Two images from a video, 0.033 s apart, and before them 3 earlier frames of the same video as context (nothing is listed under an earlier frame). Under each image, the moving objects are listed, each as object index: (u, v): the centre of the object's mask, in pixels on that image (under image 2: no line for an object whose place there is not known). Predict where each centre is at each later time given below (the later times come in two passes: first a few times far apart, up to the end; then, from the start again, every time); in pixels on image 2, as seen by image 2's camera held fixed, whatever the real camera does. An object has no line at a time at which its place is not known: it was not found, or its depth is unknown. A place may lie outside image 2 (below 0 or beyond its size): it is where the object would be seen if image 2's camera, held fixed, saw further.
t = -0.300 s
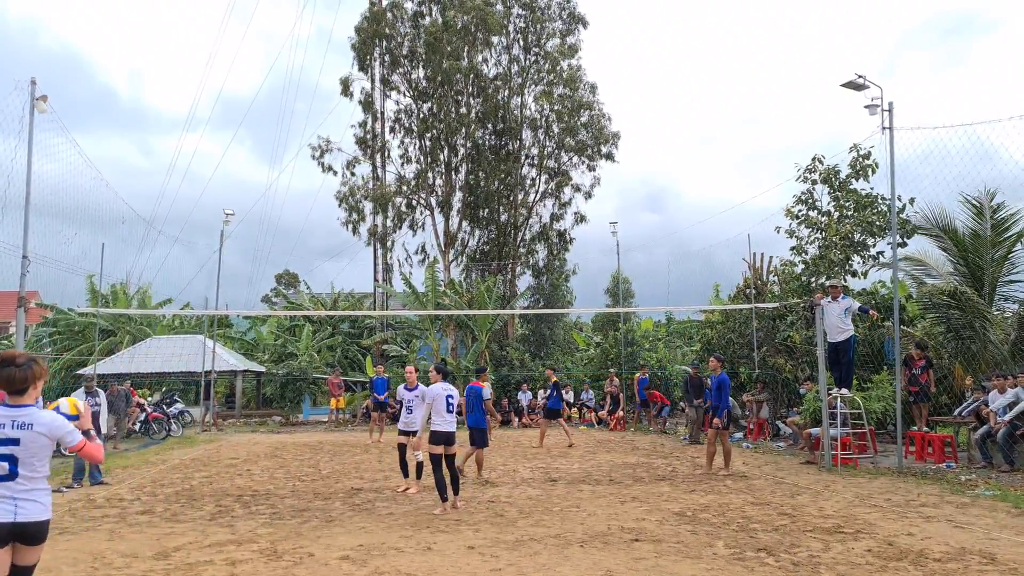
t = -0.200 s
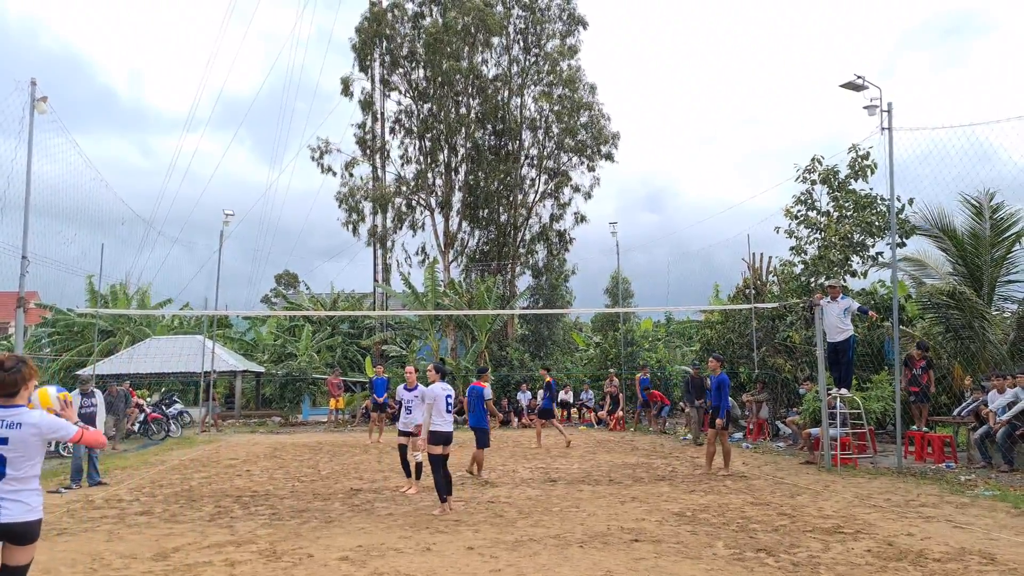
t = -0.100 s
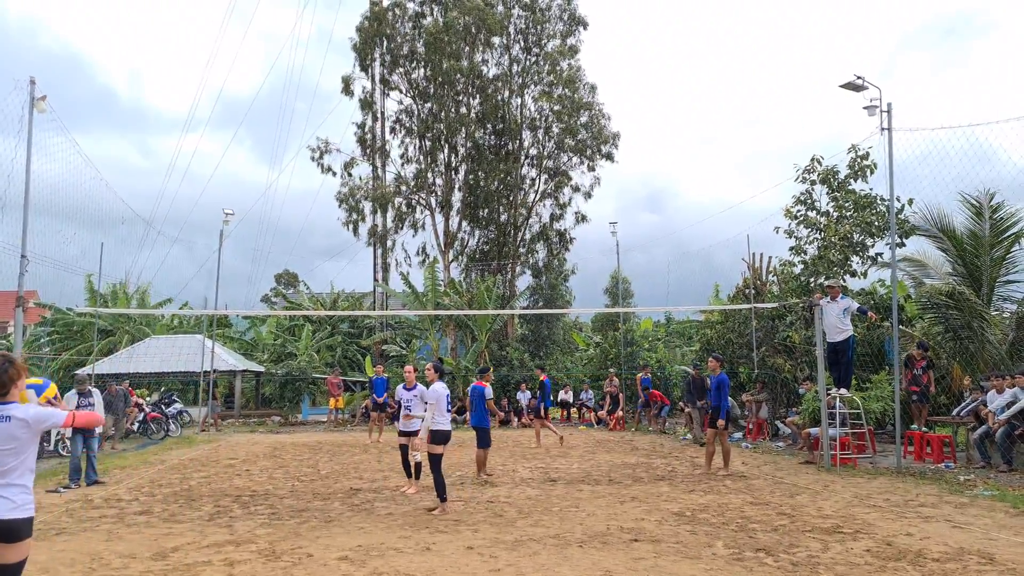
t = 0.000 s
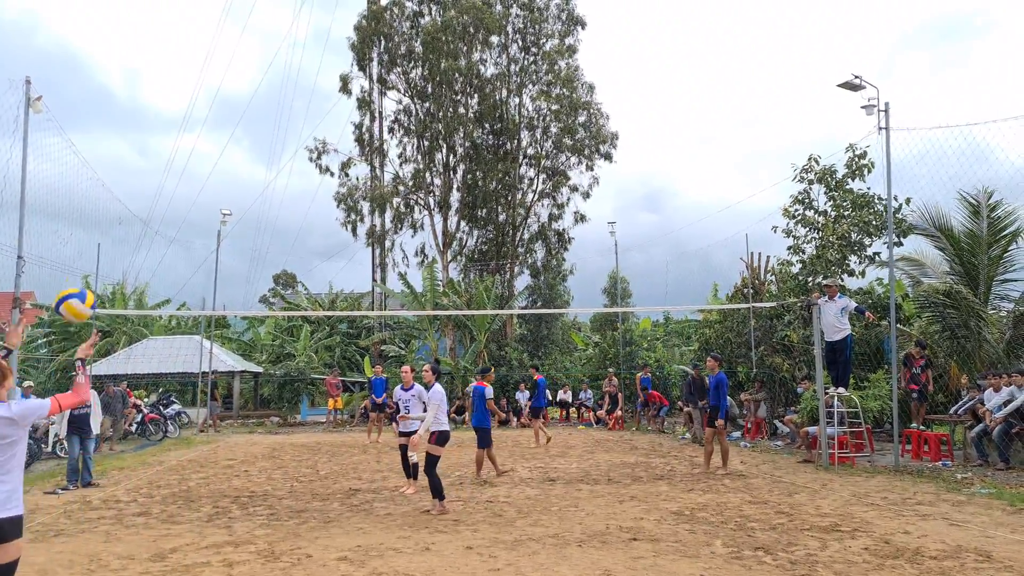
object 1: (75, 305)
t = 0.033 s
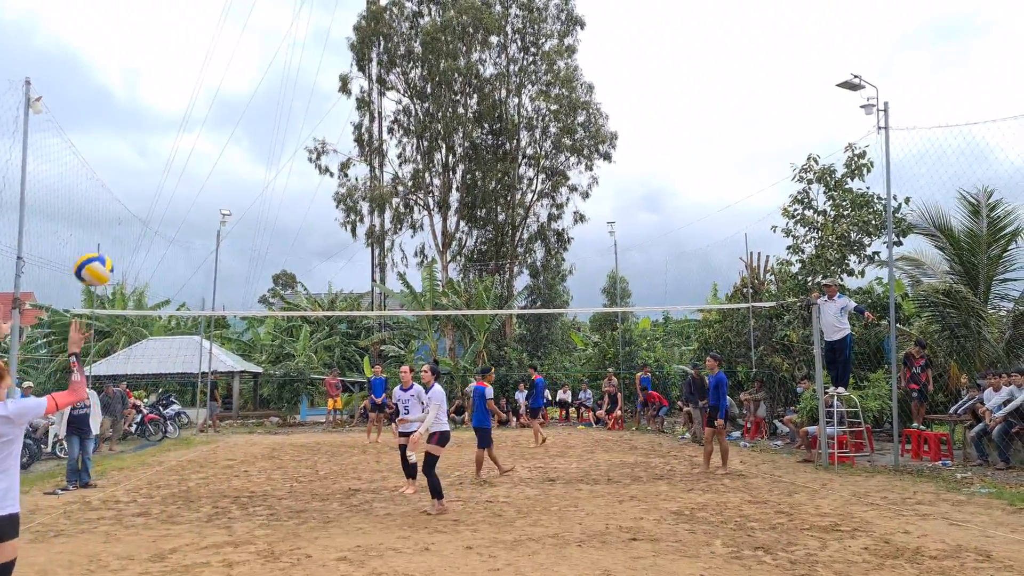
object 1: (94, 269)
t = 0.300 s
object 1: (206, 105)
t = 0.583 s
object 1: (284, 73)
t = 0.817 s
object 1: (330, 109)
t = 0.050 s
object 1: (102, 253)
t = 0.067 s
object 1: (111, 238)
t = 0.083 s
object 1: (119, 224)
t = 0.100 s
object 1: (127, 211)
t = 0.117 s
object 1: (135, 198)
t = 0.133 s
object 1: (142, 186)
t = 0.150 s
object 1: (149, 175)
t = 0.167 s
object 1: (156, 165)
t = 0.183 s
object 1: (163, 155)
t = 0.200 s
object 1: (170, 146)
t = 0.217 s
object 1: (177, 138)
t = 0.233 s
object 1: (183, 130)
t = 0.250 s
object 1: (189, 123)
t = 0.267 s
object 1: (194, 116)
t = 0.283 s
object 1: (200, 110)
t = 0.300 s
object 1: (206, 105)
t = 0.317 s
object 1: (211, 100)
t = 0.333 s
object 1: (217, 95)
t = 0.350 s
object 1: (222, 90)
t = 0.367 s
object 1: (227, 87)
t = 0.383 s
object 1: (232, 84)
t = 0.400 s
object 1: (237, 81)
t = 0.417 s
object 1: (242, 79)
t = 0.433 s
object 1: (246, 77)
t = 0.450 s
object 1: (251, 75)
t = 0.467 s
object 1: (255, 73)
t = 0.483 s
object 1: (259, 72)
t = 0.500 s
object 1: (264, 72)
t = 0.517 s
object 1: (268, 71)
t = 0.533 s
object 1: (272, 71)
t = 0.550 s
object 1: (276, 72)
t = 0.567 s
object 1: (280, 72)
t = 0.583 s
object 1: (284, 73)
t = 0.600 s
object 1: (288, 74)
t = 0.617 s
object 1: (291, 75)
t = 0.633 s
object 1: (295, 76)
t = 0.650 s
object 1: (297, 78)
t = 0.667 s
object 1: (301, 80)
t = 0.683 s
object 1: (305, 82)
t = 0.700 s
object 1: (308, 85)
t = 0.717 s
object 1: (312, 88)
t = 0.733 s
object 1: (315, 92)
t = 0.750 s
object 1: (318, 95)
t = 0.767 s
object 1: (321, 97)
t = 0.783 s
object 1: (324, 101)
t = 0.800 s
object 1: (327, 105)
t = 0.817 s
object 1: (330, 109)
